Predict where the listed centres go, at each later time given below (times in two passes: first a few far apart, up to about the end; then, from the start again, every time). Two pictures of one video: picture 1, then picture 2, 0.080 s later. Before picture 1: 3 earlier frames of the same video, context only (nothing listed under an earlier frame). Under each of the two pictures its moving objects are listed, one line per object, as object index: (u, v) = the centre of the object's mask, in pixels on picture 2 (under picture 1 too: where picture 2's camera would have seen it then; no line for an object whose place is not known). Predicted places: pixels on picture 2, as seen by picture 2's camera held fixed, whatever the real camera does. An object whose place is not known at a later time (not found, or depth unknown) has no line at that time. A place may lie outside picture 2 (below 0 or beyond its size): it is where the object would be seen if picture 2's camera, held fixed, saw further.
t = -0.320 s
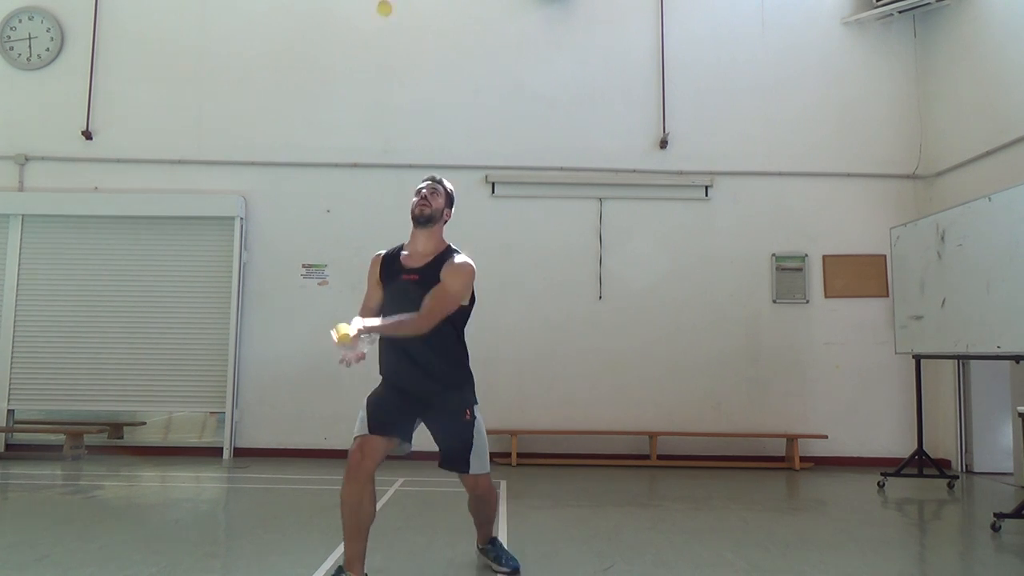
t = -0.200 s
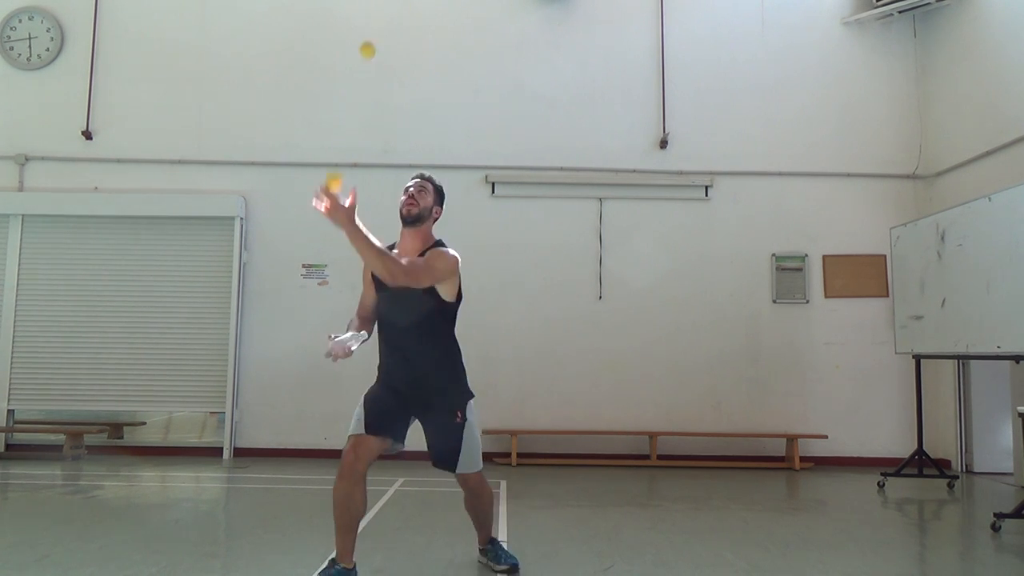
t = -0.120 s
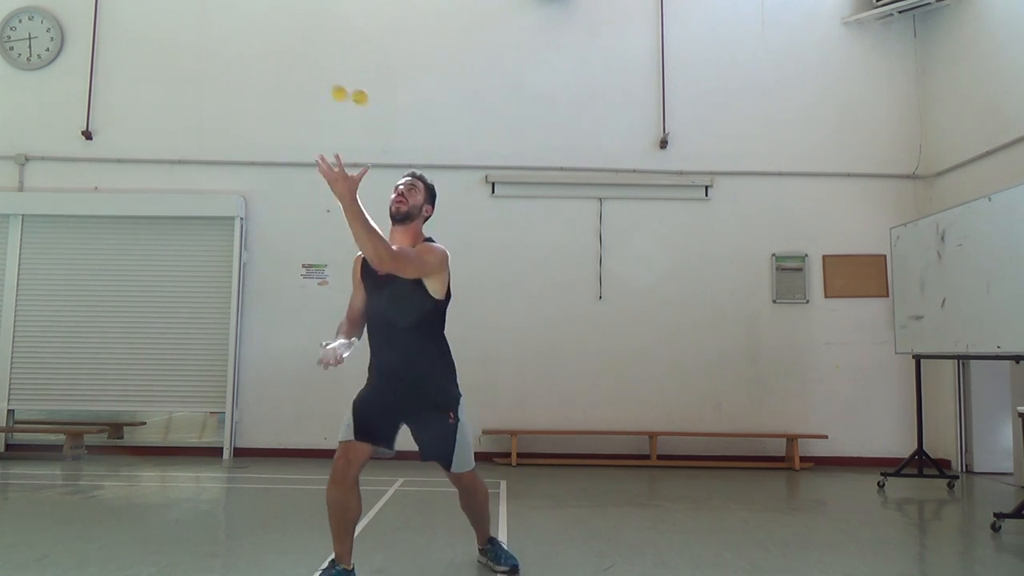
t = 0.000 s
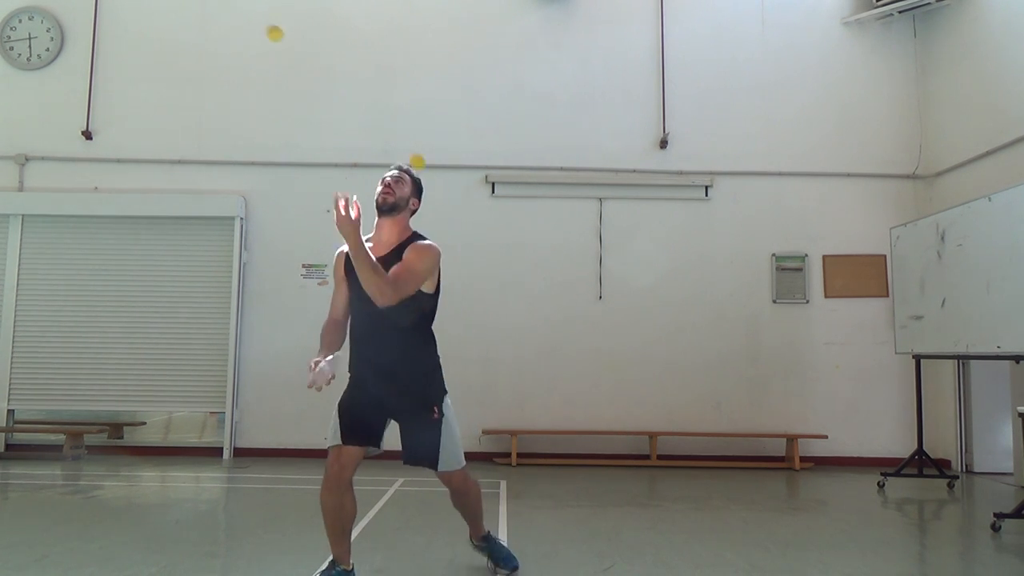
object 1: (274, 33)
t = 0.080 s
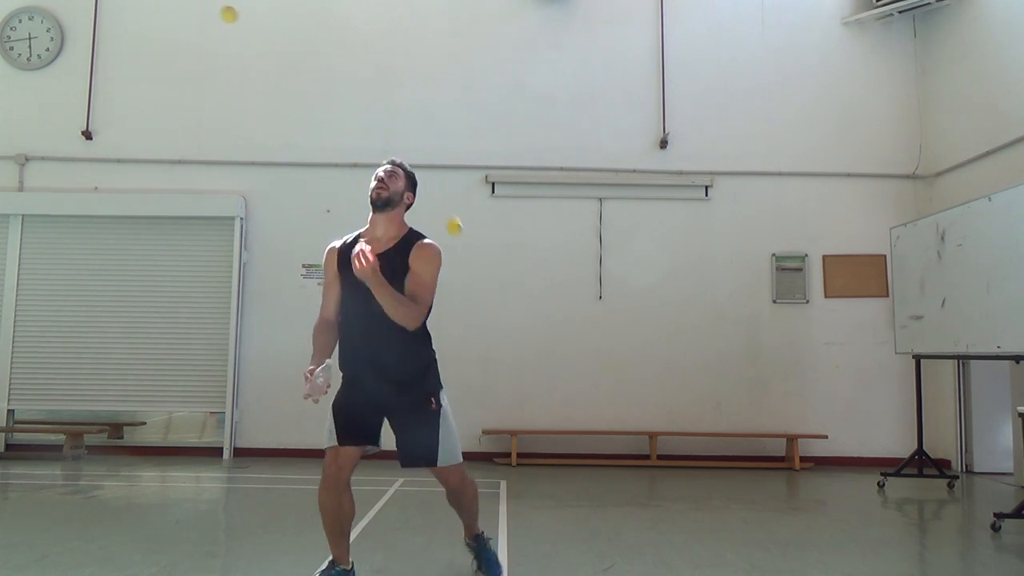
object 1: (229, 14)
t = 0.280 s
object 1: (102, 47)
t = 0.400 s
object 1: (15, 129)
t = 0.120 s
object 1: (205, 11)
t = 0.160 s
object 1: (181, 13)
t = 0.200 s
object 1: (155, 19)
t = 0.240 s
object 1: (129, 30)
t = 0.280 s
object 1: (102, 47)
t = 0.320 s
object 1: (74, 69)
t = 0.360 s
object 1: (45, 96)
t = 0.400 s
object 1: (15, 129)
